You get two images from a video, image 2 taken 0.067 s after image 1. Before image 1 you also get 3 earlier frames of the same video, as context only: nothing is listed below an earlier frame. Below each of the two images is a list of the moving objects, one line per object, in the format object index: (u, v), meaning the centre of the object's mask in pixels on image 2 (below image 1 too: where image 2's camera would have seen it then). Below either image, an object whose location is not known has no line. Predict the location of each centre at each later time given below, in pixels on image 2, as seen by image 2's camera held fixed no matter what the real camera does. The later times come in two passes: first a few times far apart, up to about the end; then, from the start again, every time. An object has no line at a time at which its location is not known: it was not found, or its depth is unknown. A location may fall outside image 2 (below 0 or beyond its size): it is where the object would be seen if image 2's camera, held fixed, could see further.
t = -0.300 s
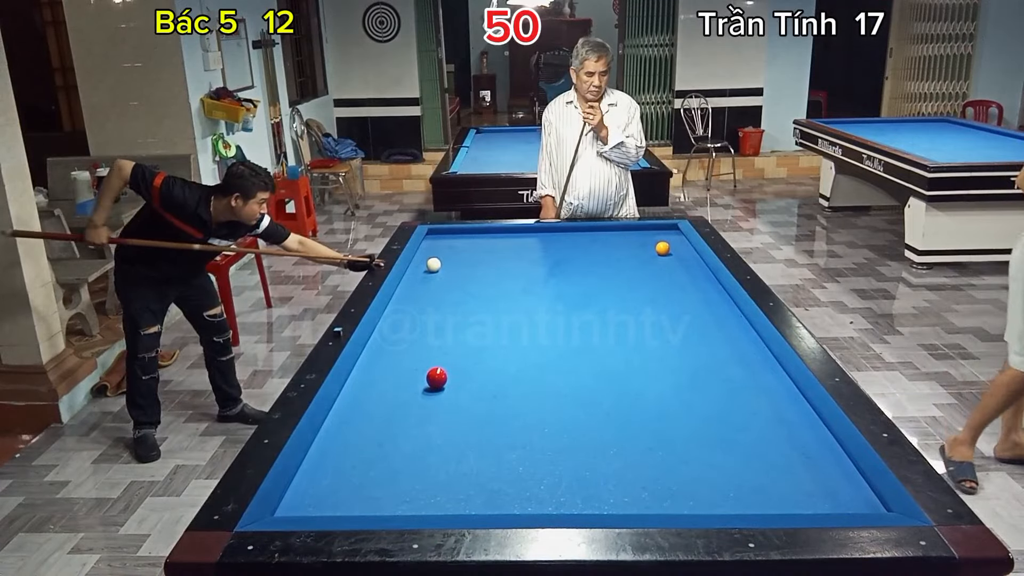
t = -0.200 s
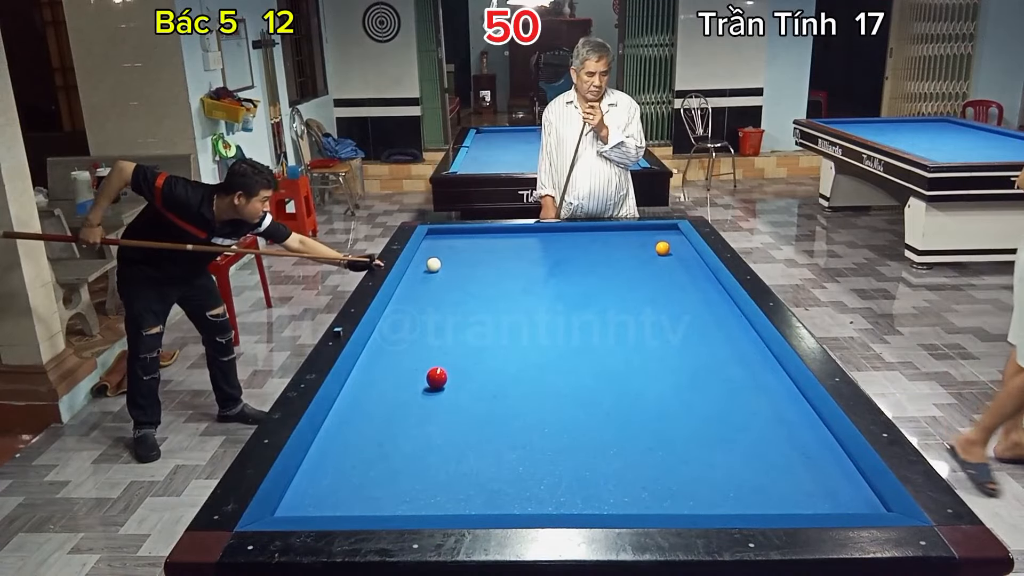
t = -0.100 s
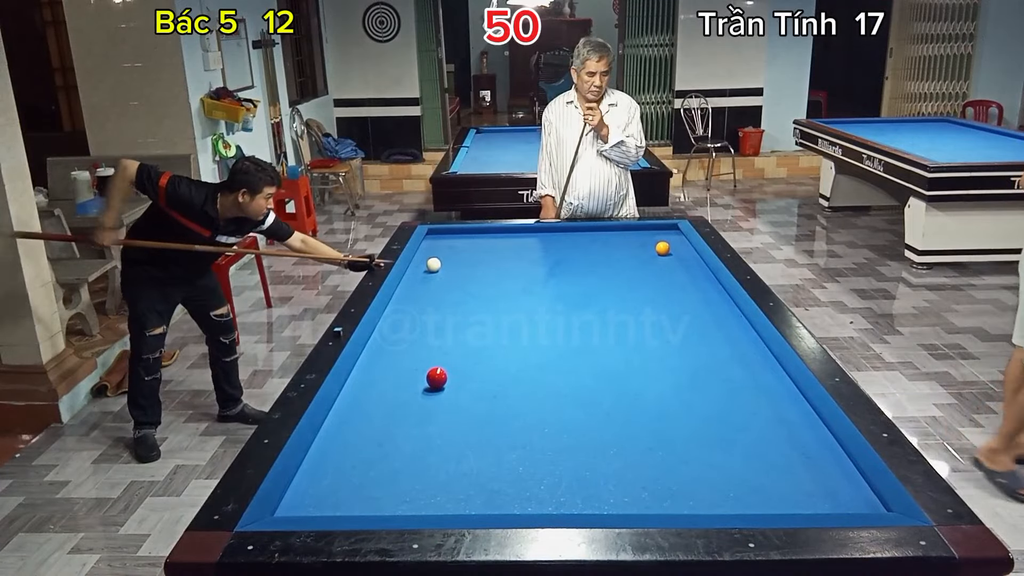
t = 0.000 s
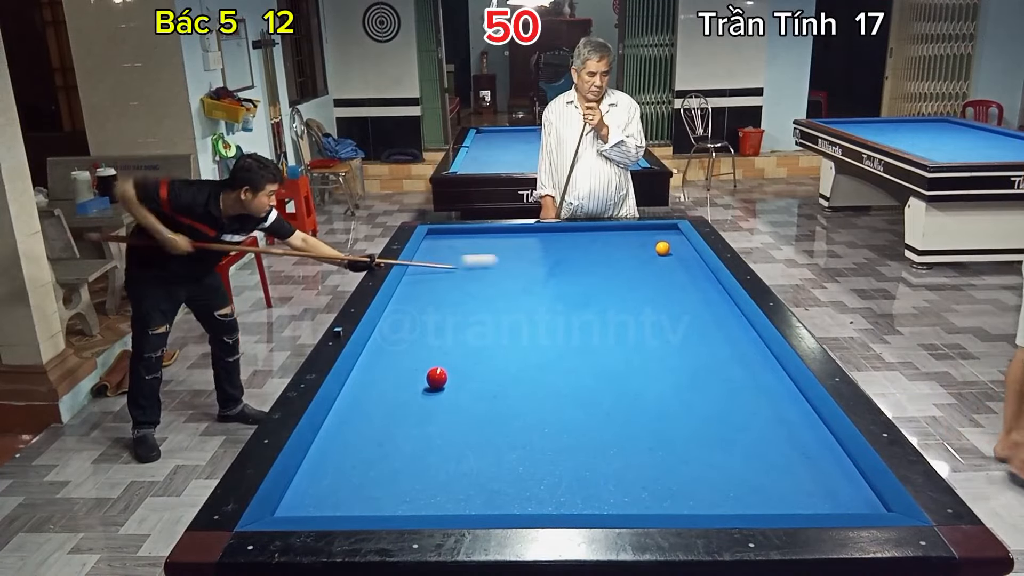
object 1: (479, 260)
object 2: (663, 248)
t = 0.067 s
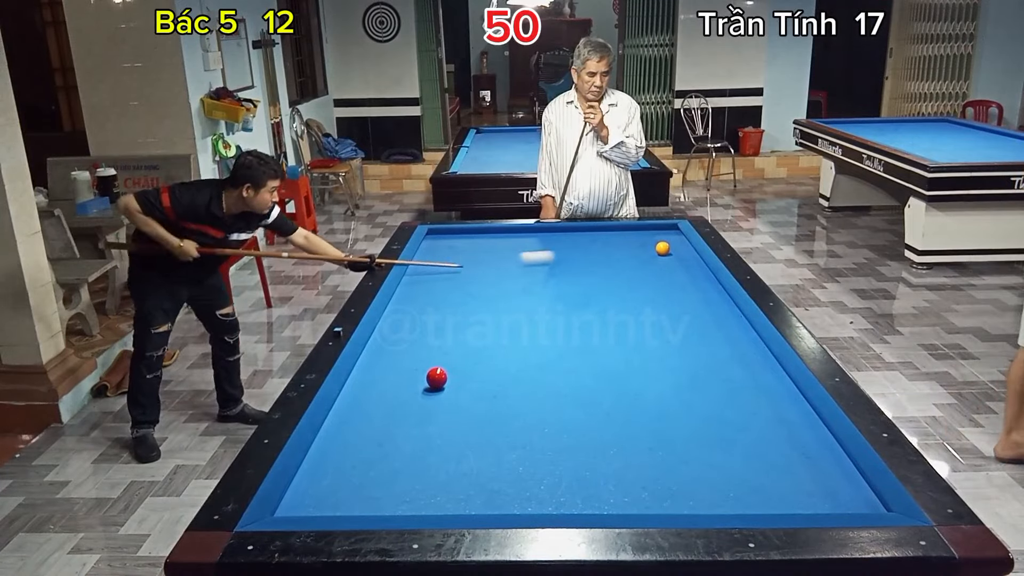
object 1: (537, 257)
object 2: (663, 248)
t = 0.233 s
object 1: (656, 251)
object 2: (673, 245)
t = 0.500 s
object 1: (681, 269)
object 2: (593, 235)
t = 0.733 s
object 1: (657, 288)
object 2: (526, 229)
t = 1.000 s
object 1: (628, 313)
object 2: (458, 236)
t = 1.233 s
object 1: (599, 338)
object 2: (447, 243)
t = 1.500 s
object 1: (560, 371)
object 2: (483, 251)
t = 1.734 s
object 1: (518, 407)
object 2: (516, 259)
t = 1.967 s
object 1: (468, 450)
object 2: (552, 268)
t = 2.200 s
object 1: (406, 500)
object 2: (589, 277)
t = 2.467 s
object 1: (335, 476)
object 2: (637, 289)
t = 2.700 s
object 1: (344, 448)
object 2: (681, 300)
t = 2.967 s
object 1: (397, 420)
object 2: (733, 313)
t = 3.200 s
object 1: (437, 399)
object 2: (714, 321)
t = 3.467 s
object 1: (476, 378)
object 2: (694, 330)
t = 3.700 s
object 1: (507, 362)
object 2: (675, 338)
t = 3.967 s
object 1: (538, 345)
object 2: (653, 348)
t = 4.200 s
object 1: (562, 332)
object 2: (634, 356)
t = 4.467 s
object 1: (587, 319)
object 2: (611, 366)
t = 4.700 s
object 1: (607, 308)
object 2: (591, 375)
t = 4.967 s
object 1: (628, 297)
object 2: (567, 385)
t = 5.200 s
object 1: (644, 288)
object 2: (546, 393)
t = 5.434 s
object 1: (660, 280)
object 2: (525, 402)
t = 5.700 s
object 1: (675, 271)
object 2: (501, 411)
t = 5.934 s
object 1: (687, 265)
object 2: (479, 420)
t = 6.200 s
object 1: (692, 259)
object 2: (454, 430)
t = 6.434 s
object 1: (681, 255)
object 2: (432, 439)
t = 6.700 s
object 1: (670, 251)
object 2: (406, 449)
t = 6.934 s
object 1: (661, 248)
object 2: (384, 458)
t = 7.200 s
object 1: (651, 245)
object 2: (359, 467)
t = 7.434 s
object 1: (643, 242)
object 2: (337, 476)
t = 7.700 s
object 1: (635, 239)
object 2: (311, 486)
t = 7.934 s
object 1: (628, 237)
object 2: (303, 492)
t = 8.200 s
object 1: (621, 235)
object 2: (311, 498)
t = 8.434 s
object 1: (615, 233)
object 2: (317, 501)
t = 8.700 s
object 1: (610, 230)
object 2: (322, 504)
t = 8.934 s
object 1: (605, 229)
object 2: (326, 506)
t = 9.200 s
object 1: (601, 228)
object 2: (329, 506)
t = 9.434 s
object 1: (599, 229)
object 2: (331, 505)
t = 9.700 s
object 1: (597, 231)
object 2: (331, 505)
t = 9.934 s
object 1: (596, 231)
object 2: (331, 504)
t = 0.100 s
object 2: (663, 248)
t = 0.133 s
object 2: (662, 248)
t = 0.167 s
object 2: (662, 248)
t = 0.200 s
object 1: (642, 251)
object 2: (663, 249)
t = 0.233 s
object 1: (656, 251)
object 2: (673, 245)
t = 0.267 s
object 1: (664, 254)
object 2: (681, 243)
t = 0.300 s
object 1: (672, 255)
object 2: (667, 241)
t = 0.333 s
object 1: (681, 257)
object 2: (653, 240)
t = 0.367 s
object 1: (690, 259)
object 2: (639, 239)
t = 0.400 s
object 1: (696, 261)
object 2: (626, 238)
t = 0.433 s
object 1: (691, 264)
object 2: (615, 236)
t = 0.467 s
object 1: (685, 267)
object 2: (603, 235)
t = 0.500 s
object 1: (681, 269)
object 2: (593, 235)
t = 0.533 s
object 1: (676, 272)
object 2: (583, 234)
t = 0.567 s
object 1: (673, 275)
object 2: (573, 233)
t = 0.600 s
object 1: (670, 277)
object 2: (563, 232)
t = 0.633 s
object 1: (667, 280)
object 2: (553, 231)
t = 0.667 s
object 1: (664, 283)
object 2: (543, 229)
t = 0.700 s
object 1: (660, 286)
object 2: (534, 229)
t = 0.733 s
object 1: (657, 288)
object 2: (526, 229)
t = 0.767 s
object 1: (654, 291)
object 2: (517, 230)
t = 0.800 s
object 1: (650, 294)
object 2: (509, 231)
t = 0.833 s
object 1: (647, 297)
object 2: (501, 232)
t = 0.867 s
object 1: (643, 300)
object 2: (492, 233)
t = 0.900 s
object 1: (639, 303)
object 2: (484, 233)
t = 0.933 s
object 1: (636, 306)
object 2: (475, 234)
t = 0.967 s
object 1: (632, 309)
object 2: (467, 235)
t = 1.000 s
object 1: (628, 313)
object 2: (458, 236)
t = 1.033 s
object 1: (624, 316)
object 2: (449, 236)
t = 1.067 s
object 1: (621, 320)
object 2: (441, 237)
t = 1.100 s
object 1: (617, 323)
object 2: (432, 238)
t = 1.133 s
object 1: (612, 327)
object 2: (431, 239)
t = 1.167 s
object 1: (608, 330)
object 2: (437, 240)
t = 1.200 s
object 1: (604, 334)
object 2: (442, 241)
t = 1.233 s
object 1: (599, 338)
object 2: (447, 243)
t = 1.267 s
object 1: (595, 341)
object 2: (452, 243)
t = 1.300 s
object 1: (590, 345)
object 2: (456, 245)
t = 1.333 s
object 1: (586, 350)
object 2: (460, 246)
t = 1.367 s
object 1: (581, 354)
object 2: (464, 247)
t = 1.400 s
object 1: (576, 358)
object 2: (469, 248)
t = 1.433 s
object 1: (571, 363)
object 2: (474, 249)
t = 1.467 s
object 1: (566, 367)
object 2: (478, 250)
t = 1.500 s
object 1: (560, 371)
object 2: (483, 251)
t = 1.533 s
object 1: (555, 376)
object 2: (487, 252)
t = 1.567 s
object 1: (549, 381)
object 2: (492, 253)
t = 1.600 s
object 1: (543, 386)
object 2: (497, 255)
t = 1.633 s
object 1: (537, 391)
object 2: (501, 256)
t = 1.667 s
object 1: (531, 396)
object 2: (506, 257)
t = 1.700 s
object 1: (525, 401)
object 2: (511, 258)
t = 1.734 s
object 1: (518, 407)
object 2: (516, 259)
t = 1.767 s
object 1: (512, 412)
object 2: (521, 261)
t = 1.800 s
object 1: (505, 418)
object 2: (526, 262)
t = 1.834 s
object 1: (498, 424)
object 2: (531, 263)
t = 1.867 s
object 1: (491, 430)
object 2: (536, 264)
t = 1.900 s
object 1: (483, 437)
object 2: (541, 266)
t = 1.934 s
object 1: (476, 443)
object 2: (546, 267)
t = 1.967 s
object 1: (468, 450)
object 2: (552, 268)
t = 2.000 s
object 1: (460, 457)
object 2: (557, 269)
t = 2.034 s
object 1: (452, 464)
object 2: (562, 271)
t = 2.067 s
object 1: (443, 472)
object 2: (567, 272)
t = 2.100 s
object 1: (434, 479)
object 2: (573, 273)
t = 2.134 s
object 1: (425, 486)
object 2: (578, 275)
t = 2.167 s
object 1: (416, 494)
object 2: (584, 276)
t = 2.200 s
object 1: (406, 500)
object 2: (589, 277)
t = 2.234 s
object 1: (396, 504)
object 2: (595, 279)
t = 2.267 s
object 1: (386, 502)
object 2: (601, 280)
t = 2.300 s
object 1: (377, 498)
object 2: (607, 282)
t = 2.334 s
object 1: (368, 493)
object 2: (613, 283)
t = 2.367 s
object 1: (360, 489)
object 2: (618, 284)
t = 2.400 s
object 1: (352, 484)
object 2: (624, 286)
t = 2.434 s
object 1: (343, 480)
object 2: (630, 287)
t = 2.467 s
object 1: (335, 476)
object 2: (637, 289)
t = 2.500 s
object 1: (327, 472)
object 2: (643, 290)
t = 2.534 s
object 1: (320, 468)
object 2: (649, 292)
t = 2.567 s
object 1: (314, 465)
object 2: (655, 293)
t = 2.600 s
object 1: (321, 460)
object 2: (661, 295)
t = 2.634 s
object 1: (329, 456)
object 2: (668, 297)
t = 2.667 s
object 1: (337, 452)
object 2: (675, 298)
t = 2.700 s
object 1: (344, 448)
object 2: (681, 300)
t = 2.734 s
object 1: (351, 444)
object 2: (688, 301)
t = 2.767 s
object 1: (358, 441)
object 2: (695, 303)
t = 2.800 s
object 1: (365, 437)
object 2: (702, 305)
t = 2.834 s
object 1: (371, 433)
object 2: (709, 306)
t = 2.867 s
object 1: (378, 430)
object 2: (716, 308)
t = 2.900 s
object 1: (384, 426)
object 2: (723, 310)
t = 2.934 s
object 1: (391, 423)
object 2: (730, 312)
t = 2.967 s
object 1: (397, 420)
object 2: (733, 313)
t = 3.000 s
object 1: (402, 416)
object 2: (729, 314)
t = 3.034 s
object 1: (408, 414)
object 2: (726, 315)
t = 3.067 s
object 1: (414, 410)
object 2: (724, 317)
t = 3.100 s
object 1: (420, 407)
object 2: (721, 318)
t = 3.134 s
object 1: (425, 404)
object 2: (719, 319)
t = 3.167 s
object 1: (431, 402)
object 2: (716, 320)
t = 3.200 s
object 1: (437, 399)
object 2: (714, 321)
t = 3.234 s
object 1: (442, 396)
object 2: (711, 322)
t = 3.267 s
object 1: (447, 393)
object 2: (709, 323)
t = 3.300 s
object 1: (452, 391)
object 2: (706, 324)
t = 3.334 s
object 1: (457, 388)
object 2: (704, 325)
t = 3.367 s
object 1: (462, 385)
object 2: (701, 327)
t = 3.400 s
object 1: (467, 382)
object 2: (699, 328)
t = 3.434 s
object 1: (472, 380)
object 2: (696, 329)
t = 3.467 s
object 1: (476, 378)
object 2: (694, 330)
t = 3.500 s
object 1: (481, 375)
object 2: (691, 331)
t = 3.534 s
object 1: (485, 373)
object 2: (688, 332)
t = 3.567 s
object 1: (490, 370)
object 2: (686, 334)
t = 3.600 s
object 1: (494, 368)
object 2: (683, 335)
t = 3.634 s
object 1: (498, 366)
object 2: (680, 336)
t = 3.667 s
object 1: (503, 363)
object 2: (678, 337)
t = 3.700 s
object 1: (507, 362)
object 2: (675, 338)
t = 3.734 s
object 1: (511, 359)
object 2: (673, 339)
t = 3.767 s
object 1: (515, 357)
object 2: (670, 340)
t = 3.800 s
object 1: (519, 355)
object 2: (667, 342)
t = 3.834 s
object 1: (523, 353)
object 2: (664, 343)
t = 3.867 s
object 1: (527, 351)
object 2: (661, 344)
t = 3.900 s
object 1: (530, 349)
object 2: (659, 345)
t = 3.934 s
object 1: (534, 346)
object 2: (656, 346)
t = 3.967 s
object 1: (538, 345)
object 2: (653, 348)
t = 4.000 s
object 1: (541, 343)
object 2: (651, 349)
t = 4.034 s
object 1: (545, 341)
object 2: (648, 350)
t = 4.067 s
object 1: (549, 339)
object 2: (645, 351)
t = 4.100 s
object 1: (552, 337)
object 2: (642, 353)
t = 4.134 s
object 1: (555, 335)
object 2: (640, 354)
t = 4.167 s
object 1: (559, 334)
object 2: (637, 355)
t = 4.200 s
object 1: (562, 332)
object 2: (634, 356)
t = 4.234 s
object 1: (566, 330)
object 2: (631, 358)
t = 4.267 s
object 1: (569, 328)
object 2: (628, 359)
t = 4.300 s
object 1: (572, 327)
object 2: (625, 360)
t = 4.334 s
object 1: (575, 325)
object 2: (623, 361)
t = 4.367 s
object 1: (578, 323)
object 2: (620, 363)
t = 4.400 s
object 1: (581, 322)
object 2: (617, 364)
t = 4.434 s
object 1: (584, 320)
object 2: (614, 365)
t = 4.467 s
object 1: (587, 319)
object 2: (611, 366)
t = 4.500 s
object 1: (590, 317)
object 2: (608, 367)
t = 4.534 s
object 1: (593, 315)
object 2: (606, 369)
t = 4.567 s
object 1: (596, 314)
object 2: (603, 370)
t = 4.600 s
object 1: (599, 312)
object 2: (600, 371)
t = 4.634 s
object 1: (602, 311)
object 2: (597, 372)
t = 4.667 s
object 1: (604, 309)
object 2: (594, 373)
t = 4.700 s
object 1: (607, 308)
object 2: (591, 375)
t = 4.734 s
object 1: (610, 306)
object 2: (588, 376)
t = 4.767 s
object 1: (612, 305)
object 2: (585, 377)
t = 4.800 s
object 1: (615, 304)
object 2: (582, 379)
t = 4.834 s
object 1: (618, 302)
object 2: (579, 380)
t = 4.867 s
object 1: (620, 301)
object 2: (576, 381)
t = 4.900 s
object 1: (623, 300)
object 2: (573, 382)
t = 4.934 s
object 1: (625, 298)
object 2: (570, 384)
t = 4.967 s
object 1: (628, 297)
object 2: (567, 385)
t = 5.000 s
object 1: (630, 295)
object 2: (564, 386)
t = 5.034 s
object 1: (632, 294)
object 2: (561, 387)
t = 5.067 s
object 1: (635, 293)
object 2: (558, 388)
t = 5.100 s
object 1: (637, 292)
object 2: (556, 390)
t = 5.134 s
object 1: (640, 291)
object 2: (553, 391)
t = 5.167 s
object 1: (642, 289)
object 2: (549, 392)
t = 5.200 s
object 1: (644, 288)
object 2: (546, 393)
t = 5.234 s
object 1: (646, 287)
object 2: (543, 394)
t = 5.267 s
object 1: (649, 286)
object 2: (540, 396)
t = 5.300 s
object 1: (651, 285)
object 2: (537, 397)
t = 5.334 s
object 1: (653, 284)
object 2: (534, 398)
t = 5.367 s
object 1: (655, 283)
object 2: (531, 399)
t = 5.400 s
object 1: (657, 281)
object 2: (528, 400)
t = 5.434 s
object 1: (660, 280)
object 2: (525, 402)
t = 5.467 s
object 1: (661, 279)
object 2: (522, 403)
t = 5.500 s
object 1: (663, 278)
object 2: (519, 404)
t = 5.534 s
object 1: (665, 277)
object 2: (516, 405)
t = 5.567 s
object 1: (667, 276)
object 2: (513, 407)
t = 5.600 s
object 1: (669, 275)
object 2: (510, 408)
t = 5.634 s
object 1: (671, 274)
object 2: (507, 409)
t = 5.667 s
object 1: (673, 273)
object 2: (504, 410)
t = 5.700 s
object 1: (675, 271)
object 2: (501, 411)
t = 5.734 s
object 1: (677, 271)
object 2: (498, 413)
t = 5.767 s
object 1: (679, 270)
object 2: (495, 414)
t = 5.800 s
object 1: (680, 269)
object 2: (491, 415)
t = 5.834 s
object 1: (682, 268)
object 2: (488, 417)
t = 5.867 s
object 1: (684, 267)
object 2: (485, 418)
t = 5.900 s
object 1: (686, 266)
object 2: (482, 419)
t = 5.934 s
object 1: (687, 265)
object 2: (479, 420)
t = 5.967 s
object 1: (689, 264)
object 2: (476, 421)
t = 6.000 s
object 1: (691, 263)
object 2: (473, 423)
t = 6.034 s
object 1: (692, 262)
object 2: (470, 424)
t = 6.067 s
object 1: (694, 261)
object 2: (466, 425)
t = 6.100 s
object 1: (696, 260)
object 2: (463, 426)
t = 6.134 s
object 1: (695, 260)
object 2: (460, 428)
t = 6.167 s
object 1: (693, 259)
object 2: (457, 429)
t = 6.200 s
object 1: (692, 259)
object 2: (454, 430)
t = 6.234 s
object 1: (690, 258)
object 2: (451, 431)
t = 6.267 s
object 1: (689, 257)
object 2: (448, 433)
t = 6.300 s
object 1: (687, 257)
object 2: (444, 434)
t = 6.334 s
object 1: (686, 257)
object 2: (441, 435)
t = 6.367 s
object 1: (684, 256)
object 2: (438, 436)
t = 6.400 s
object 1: (683, 256)
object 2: (435, 438)
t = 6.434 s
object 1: (681, 255)
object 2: (432, 439)
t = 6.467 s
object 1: (680, 255)
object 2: (429, 440)
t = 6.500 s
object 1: (678, 254)
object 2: (425, 441)
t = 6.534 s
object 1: (677, 254)
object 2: (422, 442)
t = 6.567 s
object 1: (675, 253)
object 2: (419, 444)
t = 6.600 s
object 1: (674, 253)
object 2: (416, 445)
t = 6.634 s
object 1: (672, 252)
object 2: (413, 446)
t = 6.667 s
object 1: (671, 252)
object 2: (409, 447)
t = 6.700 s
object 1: (670, 251)
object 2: (406, 449)
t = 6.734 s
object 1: (668, 251)
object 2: (403, 450)
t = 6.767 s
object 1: (667, 250)
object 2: (400, 451)
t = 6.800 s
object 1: (666, 250)
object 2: (397, 452)
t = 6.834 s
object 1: (664, 249)
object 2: (393, 454)
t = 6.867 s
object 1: (663, 249)
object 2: (390, 455)
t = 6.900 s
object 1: (662, 248)
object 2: (387, 456)
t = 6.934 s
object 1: (661, 248)
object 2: (384, 458)
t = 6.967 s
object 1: (659, 248)
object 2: (381, 459)
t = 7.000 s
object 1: (658, 247)
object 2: (378, 460)
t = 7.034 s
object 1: (657, 247)
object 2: (374, 461)
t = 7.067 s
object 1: (656, 246)
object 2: (371, 462)
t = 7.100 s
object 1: (654, 246)
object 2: (368, 463)
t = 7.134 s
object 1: (653, 246)
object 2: (365, 465)
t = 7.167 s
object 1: (652, 245)
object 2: (362, 466)
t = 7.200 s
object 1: (651, 245)
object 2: (359, 467)
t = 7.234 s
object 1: (650, 245)
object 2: (356, 469)
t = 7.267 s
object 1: (649, 244)
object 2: (352, 470)
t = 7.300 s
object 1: (648, 244)
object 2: (349, 471)
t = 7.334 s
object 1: (646, 243)
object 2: (346, 472)
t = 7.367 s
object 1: (645, 243)
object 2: (343, 474)
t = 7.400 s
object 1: (644, 243)
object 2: (340, 475)
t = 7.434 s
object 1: (643, 242)
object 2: (337, 476)
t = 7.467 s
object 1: (642, 242)
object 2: (333, 477)
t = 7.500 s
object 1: (641, 241)
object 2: (330, 478)
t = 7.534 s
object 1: (640, 241)
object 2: (327, 480)
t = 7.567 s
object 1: (639, 241)
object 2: (324, 481)
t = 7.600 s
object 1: (638, 240)
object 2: (321, 482)
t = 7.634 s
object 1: (637, 240)
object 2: (318, 483)
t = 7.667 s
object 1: (636, 240)
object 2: (315, 485)
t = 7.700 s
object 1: (635, 239)
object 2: (311, 486)
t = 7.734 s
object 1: (634, 239)
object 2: (308, 487)
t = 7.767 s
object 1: (633, 239)
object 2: (305, 488)
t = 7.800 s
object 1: (632, 238)
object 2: (302, 489)
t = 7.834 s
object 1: (631, 238)
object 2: (300, 491)
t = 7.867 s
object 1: (630, 238)
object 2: (301, 491)
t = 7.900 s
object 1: (629, 237)
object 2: (302, 492)
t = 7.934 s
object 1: (628, 237)
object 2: (303, 492)
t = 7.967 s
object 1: (627, 237)
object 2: (304, 493)
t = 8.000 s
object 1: (626, 236)
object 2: (305, 494)
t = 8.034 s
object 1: (625, 236)
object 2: (306, 494)
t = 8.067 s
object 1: (625, 236)
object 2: (307, 495)
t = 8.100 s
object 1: (624, 235)
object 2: (308, 496)
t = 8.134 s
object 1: (623, 235)
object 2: (309, 496)
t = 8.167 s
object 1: (622, 235)
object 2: (310, 497)
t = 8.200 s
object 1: (621, 235)
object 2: (311, 498)
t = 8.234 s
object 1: (620, 234)
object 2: (312, 498)
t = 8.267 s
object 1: (620, 234)
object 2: (313, 499)
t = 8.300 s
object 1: (619, 234)
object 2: (314, 499)
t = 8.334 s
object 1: (618, 233)
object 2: (315, 500)
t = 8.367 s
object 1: (617, 233)
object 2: (315, 500)
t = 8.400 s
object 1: (616, 233)
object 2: (316, 501)
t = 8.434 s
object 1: (615, 233)
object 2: (317, 501)
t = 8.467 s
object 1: (615, 232)
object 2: (318, 501)
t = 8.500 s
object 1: (614, 232)
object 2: (318, 502)
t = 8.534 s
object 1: (613, 232)
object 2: (319, 502)
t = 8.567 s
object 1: (612, 231)
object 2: (320, 503)
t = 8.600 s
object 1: (612, 231)
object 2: (321, 503)
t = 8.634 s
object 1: (611, 231)
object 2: (321, 504)
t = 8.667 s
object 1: (610, 231)
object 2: (322, 504)
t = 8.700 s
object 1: (610, 230)
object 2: (322, 504)
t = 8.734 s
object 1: (609, 230)
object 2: (323, 505)
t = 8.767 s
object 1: (608, 230)
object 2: (323, 505)
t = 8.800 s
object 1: (607, 229)
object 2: (324, 505)
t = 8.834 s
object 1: (607, 229)
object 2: (324, 506)
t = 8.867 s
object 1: (606, 229)
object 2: (325, 506)
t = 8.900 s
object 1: (605, 229)
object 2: (325, 506)
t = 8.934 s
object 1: (605, 229)
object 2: (326, 506)
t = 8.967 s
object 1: (604, 228)
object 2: (326, 507)
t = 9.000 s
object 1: (603, 228)
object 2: (327, 506)
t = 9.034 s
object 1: (603, 228)
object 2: (327, 506)
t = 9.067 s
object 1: (602, 228)
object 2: (328, 506)
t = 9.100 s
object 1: (602, 228)
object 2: (328, 506)
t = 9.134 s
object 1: (602, 228)
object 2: (329, 506)
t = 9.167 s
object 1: (601, 228)
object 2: (329, 506)
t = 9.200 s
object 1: (601, 228)
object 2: (329, 506)
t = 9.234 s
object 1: (601, 229)
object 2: (330, 506)
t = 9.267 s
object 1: (600, 229)
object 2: (330, 505)
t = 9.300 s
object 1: (600, 229)
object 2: (330, 505)
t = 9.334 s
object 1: (600, 229)
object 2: (330, 505)
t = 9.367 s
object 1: (599, 229)
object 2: (330, 505)
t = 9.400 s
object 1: (599, 229)
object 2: (331, 505)
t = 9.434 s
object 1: (599, 229)
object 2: (331, 505)
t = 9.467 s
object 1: (599, 230)
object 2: (331, 505)
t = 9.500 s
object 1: (598, 230)
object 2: (331, 505)
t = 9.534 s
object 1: (598, 230)
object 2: (331, 505)
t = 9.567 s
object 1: (598, 230)
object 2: (331, 505)
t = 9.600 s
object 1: (598, 230)
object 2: (331, 505)
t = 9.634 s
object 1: (598, 230)
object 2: (331, 505)
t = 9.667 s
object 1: (597, 231)
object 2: (331, 505)
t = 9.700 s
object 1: (597, 231)
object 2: (331, 505)
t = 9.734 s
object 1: (597, 231)
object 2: (331, 505)
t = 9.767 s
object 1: (597, 231)
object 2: (331, 505)
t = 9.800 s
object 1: (596, 231)
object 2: (331, 504)
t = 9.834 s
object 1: (596, 231)
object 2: (331, 504)
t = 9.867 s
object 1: (596, 231)
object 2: (331, 504)
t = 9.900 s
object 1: (596, 231)
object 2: (331, 504)
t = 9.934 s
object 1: (596, 231)
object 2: (331, 504)
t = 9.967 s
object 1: (595, 231)
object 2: (331, 504)
